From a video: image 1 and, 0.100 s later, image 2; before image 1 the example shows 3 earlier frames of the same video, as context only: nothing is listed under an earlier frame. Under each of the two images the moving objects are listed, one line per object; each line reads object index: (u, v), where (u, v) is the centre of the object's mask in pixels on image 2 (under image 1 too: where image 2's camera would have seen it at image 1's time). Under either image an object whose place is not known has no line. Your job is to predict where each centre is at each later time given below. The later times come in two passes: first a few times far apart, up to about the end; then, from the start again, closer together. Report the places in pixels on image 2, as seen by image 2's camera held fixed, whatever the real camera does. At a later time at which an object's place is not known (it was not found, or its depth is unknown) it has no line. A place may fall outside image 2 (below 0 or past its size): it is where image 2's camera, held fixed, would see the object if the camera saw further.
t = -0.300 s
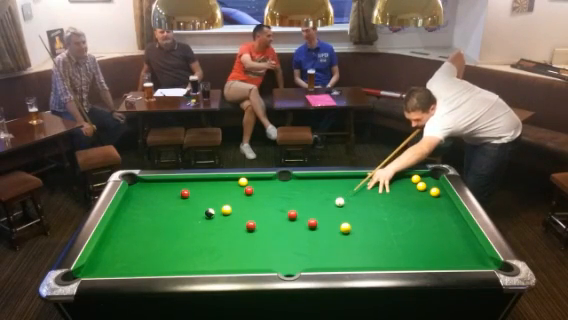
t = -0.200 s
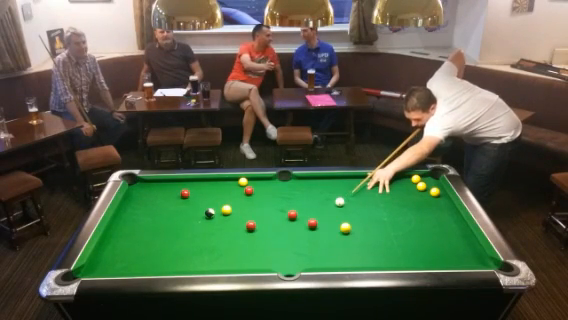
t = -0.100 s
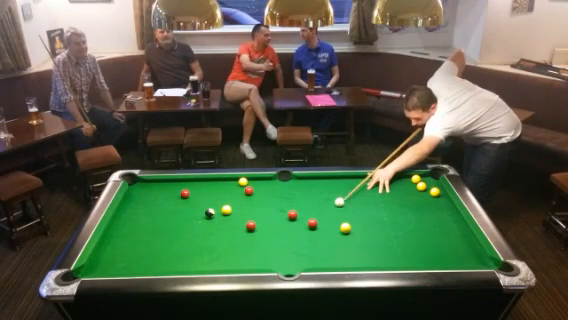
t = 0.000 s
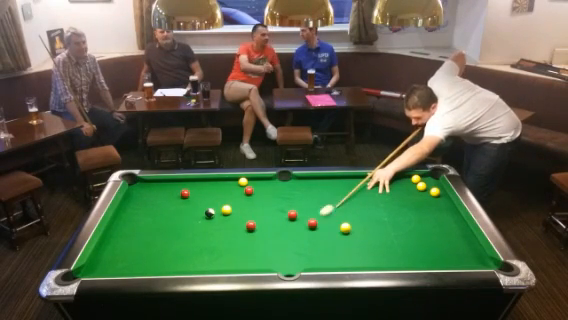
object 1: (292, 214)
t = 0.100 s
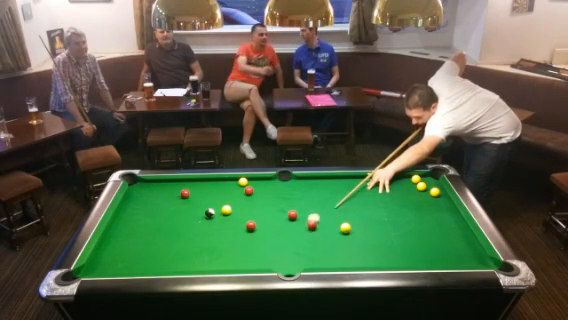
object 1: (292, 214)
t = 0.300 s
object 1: (292, 214)
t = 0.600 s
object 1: (285, 213)
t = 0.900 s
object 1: (279, 212)
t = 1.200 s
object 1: (274, 211)
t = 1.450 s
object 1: (270, 211)
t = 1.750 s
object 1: (268, 210)
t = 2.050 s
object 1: (266, 209)
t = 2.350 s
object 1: (265, 209)
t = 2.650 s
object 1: (265, 209)
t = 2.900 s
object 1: (265, 209)
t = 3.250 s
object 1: (265, 209)
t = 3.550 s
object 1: (265, 210)
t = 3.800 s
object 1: (265, 209)
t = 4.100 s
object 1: (265, 209)
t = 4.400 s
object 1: (265, 209)
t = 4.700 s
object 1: (265, 210)
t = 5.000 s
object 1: (265, 209)
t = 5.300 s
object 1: (265, 210)
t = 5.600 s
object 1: (265, 210)
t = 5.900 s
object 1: (265, 210)
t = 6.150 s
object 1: (265, 210)
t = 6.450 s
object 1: (265, 209)
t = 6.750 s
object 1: (265, 209)
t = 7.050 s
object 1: (265, 209)
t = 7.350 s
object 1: (265, 209)
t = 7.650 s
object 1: (265, 209)
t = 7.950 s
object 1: (265, 209)
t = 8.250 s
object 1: (265, 209)
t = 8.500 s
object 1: (265, 209)
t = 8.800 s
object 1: (265, 209)
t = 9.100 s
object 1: (265, 209)
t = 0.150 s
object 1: (292, 214)
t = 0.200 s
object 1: (292, 214)
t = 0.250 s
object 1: (292, 214)
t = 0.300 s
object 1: (292, 214)
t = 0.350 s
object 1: (291, 214)
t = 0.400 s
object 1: (290, 214)
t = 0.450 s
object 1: (288, 214)
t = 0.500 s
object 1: (287, 213)
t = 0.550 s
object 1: (286, 213)
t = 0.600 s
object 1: (285, 213)
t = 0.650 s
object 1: (284, 213)
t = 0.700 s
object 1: (283, 213)
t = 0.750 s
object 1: (282, 212)
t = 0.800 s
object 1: (280, 212)
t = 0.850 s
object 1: (279, 212)
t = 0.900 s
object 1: (279, 212)
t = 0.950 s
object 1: (278, 212)
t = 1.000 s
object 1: (276, 212)
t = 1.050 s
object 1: (276, 212)
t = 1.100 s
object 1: (275, 212)
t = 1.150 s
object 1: (274, 211)
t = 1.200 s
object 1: (274, 211)
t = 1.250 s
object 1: (273, 211)
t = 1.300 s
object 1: (272, 211)
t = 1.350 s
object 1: (272, 211)
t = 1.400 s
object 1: (271, 210)
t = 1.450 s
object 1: (270, 211)
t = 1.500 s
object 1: (270, 210)
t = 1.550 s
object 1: (269, 210)
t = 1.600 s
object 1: (269, 210)
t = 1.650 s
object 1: (268, 210)
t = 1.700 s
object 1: (268, 210)
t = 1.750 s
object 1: (268, 210)
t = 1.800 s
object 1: (267, 210)
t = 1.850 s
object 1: (267, 210)
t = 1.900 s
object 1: (267, 210)
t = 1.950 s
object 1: (267, 210)
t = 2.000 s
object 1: (266, 210)
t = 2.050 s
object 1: (266, 209)
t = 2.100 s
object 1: (266, 210)
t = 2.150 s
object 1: (266, 209)
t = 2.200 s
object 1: (266, 210)
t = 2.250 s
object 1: (266, 209)
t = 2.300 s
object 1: (265, 209)
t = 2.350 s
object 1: (265, 209)
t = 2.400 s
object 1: (265, 209)
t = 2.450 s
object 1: (265, 209)
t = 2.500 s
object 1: (265, 209)
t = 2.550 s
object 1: (265, 209)
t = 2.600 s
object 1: (265, 209)
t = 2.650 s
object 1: (265, 209)
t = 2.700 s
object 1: (265, 209)
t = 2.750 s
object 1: (265, 209)
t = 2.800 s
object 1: (265, 209)
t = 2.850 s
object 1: (265, 209)
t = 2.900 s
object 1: (265, 209)
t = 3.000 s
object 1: (265, 209)
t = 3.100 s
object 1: (265, 209)
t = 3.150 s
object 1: (265, 209)
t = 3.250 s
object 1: (265, 209)
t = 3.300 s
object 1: (265, 209)
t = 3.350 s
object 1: (265, 209)
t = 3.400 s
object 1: (265, 209)
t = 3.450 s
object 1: (265, 209)
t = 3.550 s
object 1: (265, 210)
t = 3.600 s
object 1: (265, 209)
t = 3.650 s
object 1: (265, 209)
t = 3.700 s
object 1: (265, 209)
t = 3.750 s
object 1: (265, 209)
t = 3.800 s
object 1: (265, 209)
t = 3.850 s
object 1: (265, 209)
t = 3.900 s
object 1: (265, 209)
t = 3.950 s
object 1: (265, 209)
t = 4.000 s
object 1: (265, 209)
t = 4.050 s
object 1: (265, 209)
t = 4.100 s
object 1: (265, 209)
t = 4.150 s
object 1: (265, 209)
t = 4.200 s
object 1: (265, 209)
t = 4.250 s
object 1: (265, 209)
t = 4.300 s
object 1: (265, 209)
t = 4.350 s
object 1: (265, 209)
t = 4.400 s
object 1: (265, 209)
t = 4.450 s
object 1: (265, 209)
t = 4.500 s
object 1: (265, 209)
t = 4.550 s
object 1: (265, 209)
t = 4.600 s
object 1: (265, 209)
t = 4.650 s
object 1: (265, 210)
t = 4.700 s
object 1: (265, 210)
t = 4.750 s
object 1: (265, 209)
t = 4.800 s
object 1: (265, 210)
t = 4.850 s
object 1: (265, 209)
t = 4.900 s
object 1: (265, 210)
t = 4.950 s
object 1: (265, 210)
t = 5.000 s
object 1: (265, 209)
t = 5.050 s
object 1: (265, 209)
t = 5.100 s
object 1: (265, 209)
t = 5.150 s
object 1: (265, 209)
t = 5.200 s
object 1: (265, 209)
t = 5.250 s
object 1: (265, 210)
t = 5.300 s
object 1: (265, 210)
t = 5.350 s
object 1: (265, 210)
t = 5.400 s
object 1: (265, 210)
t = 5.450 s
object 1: (265, 210)
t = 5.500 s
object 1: (265, 210)
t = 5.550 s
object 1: (265, 210)
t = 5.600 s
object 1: (265, 210)
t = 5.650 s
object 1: (265, 210)
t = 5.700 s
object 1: (265, 210)
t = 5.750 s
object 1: (265, 210)
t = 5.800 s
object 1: (265, 210)
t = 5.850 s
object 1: (265, 210)
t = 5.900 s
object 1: (265, 210)
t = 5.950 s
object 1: (265, 210)
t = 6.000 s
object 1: (265, 210)
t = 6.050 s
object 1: (265, 210)
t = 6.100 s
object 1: (265, 210)
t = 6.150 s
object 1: (265, 210)
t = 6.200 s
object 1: (265, 210)
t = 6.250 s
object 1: (265, 210)
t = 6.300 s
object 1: (265, 210)
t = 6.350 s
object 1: (265, 209)
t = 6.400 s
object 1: (265, 209)
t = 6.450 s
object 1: (265, 209)
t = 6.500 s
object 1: (265, 209)
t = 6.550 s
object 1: (265, 209)
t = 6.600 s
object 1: (265, 209)
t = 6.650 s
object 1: (265, 209)
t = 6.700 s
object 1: (265, 209)
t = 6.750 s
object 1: (265, 209)
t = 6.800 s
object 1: (265, 209)
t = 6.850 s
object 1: (265, 209)
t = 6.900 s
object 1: (265, 209)
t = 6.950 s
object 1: (265, 209)
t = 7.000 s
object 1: (265, 209)
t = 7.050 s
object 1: (265, 209)
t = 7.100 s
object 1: (265, 209)
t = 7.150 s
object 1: (265, 209)
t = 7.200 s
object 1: (265, 209)
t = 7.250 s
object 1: (265, 209)
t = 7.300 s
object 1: (265, 209)
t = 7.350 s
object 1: (265, 209)
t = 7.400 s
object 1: (265, 209)
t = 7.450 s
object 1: (265, 209)
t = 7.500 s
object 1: (265, 209)
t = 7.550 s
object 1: (265, 209)
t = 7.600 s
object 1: (265, 209)
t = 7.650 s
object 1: (265, 209)
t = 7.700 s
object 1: (265, 209)
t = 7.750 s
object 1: (265, 209)
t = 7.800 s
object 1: (265, 209)
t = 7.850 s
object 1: (265, 209)
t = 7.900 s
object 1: (265, 209)
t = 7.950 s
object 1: (265, 209)
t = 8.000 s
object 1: (265, 209)
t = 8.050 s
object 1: (265, 209)
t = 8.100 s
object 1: (265, 209)
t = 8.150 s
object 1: (265, 209)
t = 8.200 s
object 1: (265, 209)
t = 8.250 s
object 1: (265, 209)
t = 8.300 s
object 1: (265, 209)
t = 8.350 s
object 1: (265, 209)
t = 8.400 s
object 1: (265, 209)
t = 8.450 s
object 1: (265, 209)
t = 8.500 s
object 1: (265, 209)
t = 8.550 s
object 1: (265, 209)
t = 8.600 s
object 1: (265, 209)
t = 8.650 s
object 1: (265, 209)
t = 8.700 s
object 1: (265, 209)
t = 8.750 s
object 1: (265, 209)
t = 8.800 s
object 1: (265, 209)
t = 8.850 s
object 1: (265, 209)
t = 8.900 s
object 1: (265, 209)
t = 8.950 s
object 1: (265, 209)
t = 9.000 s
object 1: (265, 209)
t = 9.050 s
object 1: (265, 209)
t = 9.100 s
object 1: (265, 209)
